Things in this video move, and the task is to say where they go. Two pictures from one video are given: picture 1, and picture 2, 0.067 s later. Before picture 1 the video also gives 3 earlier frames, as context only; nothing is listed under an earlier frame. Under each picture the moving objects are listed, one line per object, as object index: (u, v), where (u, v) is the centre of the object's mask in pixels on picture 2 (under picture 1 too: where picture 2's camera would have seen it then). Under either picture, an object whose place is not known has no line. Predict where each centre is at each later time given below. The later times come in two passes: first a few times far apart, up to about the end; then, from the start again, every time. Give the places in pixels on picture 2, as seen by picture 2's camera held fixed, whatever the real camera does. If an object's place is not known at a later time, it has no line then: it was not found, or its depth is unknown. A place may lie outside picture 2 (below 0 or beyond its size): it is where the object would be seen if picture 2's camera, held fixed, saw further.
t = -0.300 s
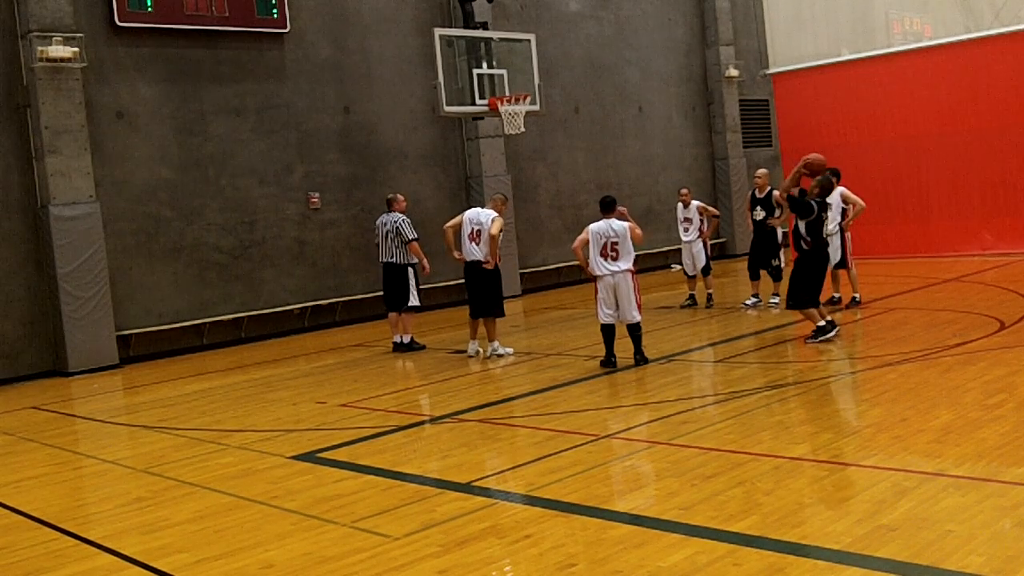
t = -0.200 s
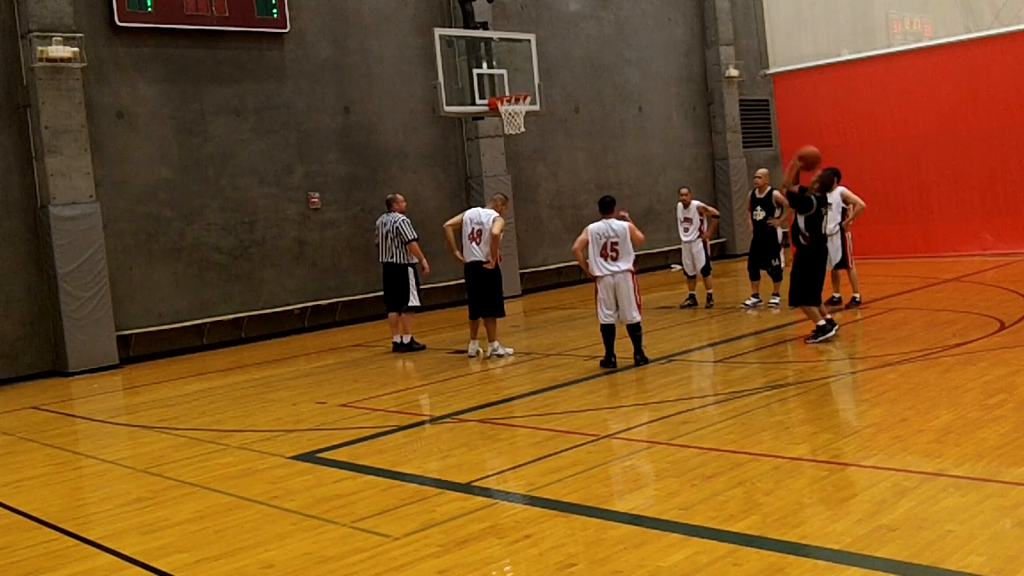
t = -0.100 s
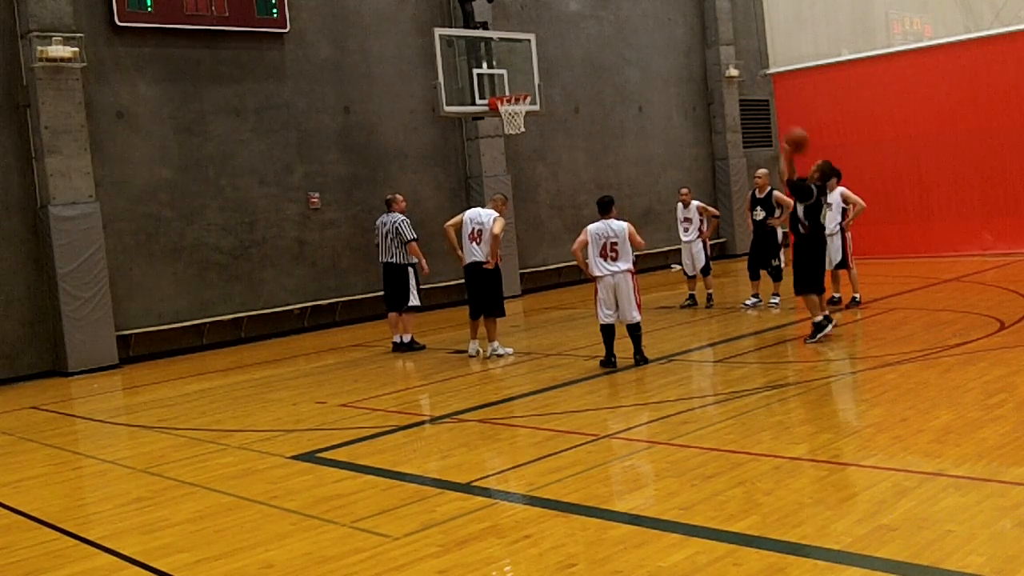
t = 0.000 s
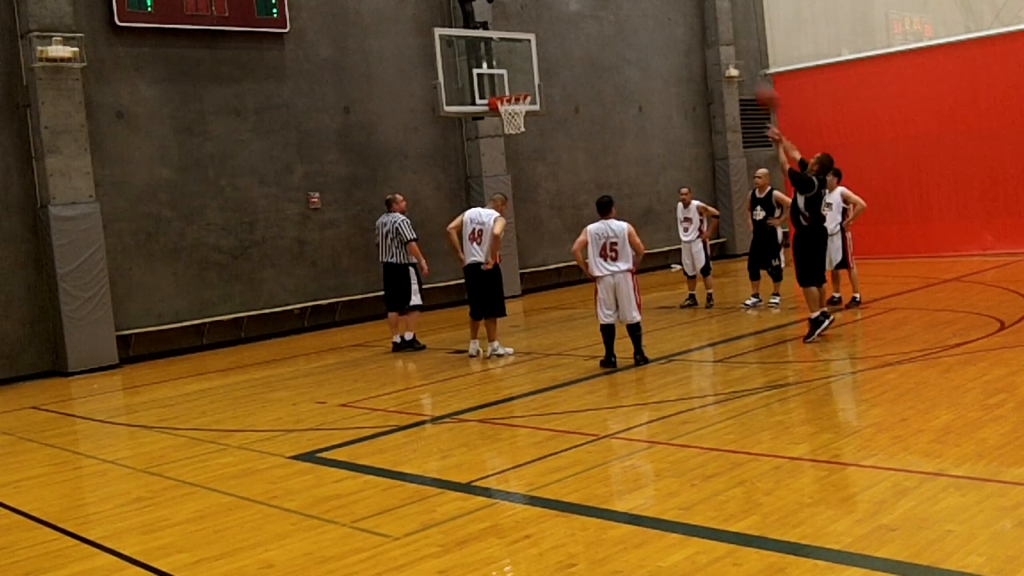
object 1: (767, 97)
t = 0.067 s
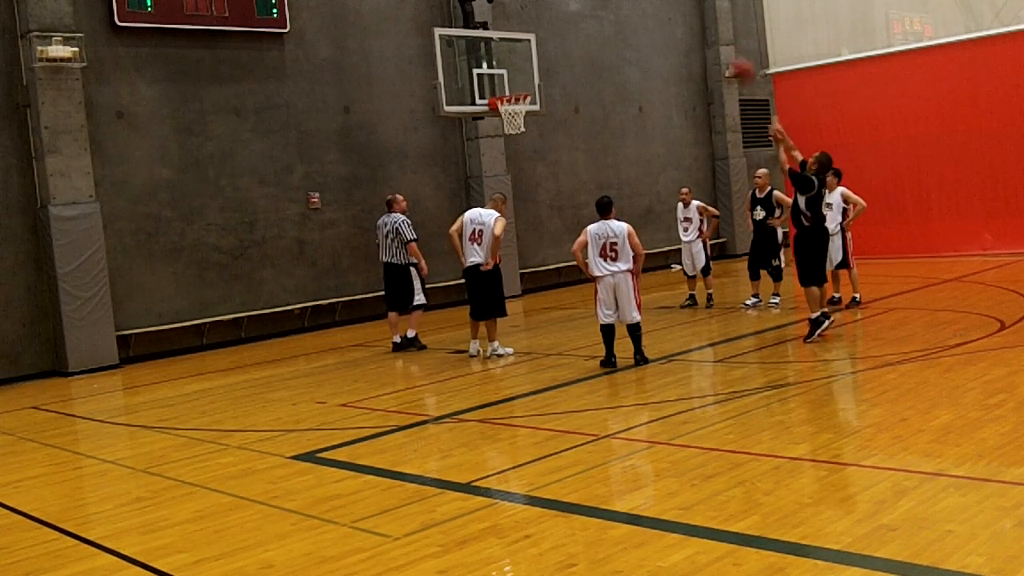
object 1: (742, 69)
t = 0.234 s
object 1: (681, 19)
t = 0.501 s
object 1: (604, 3)
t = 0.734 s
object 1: (547, 24)
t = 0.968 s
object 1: (501, 88)
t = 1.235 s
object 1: (540, 31)
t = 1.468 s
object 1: (578, 21)
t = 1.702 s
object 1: (620, 50)
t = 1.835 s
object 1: (647, 86)
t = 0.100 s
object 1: (728, 56)
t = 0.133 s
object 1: (716, 45)
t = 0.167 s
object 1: (705, 36)
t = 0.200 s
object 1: (693, 27)
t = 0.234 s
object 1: (681, 19)
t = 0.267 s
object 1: (671, 13)
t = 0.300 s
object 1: (661, 9)
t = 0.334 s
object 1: (650, 6)
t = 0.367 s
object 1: (639, 5)
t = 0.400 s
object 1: (631, 4)
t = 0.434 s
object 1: (621, 3)
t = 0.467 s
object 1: (611, 3)
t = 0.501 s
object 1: (604, 3)
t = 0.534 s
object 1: (596, 3)
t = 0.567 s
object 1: (585, 4)
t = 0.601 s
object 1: (576, 6)
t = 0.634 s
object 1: (568, 8)
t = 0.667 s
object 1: (561, 12)
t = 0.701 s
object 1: (554, 18)
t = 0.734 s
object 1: (547, 24)
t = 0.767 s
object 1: (540, 31)
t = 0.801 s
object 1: (533, 39)
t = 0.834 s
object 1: (525, 49)
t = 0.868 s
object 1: (518, 59)
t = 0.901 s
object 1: (513, 67)
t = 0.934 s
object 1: (506, 79)
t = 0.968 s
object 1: (501, 88)
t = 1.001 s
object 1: (504, 81)
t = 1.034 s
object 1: (509, 71)
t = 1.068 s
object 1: (514, 63)
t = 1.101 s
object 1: (519, 55)
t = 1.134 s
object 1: (524, 48)
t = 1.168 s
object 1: (529, 41)
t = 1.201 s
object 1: (534, 35)
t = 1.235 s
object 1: (540, 31)
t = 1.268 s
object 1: (545, 27)
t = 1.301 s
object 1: (550, 24)
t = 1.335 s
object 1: (555, 22)
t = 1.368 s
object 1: (561, 20)
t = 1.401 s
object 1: (566, 19)
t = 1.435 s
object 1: (572, 20)
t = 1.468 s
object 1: (578, 21)
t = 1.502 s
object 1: (584, 22)
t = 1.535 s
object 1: (590, 25)
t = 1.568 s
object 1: (596, 28)
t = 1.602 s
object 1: (602, 33)
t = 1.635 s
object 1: (608, 38)
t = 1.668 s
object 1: (614, 44)
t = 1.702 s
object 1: (620, 50)
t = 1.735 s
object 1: (627, 58)
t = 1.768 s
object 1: (634, 67)
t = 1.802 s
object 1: (640, 76)
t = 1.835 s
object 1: (647, 86)
